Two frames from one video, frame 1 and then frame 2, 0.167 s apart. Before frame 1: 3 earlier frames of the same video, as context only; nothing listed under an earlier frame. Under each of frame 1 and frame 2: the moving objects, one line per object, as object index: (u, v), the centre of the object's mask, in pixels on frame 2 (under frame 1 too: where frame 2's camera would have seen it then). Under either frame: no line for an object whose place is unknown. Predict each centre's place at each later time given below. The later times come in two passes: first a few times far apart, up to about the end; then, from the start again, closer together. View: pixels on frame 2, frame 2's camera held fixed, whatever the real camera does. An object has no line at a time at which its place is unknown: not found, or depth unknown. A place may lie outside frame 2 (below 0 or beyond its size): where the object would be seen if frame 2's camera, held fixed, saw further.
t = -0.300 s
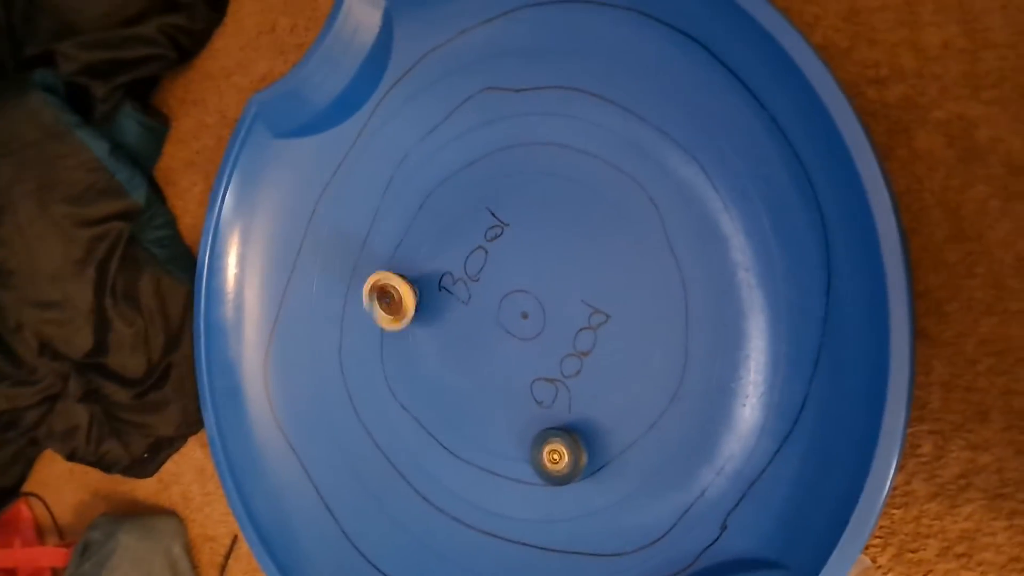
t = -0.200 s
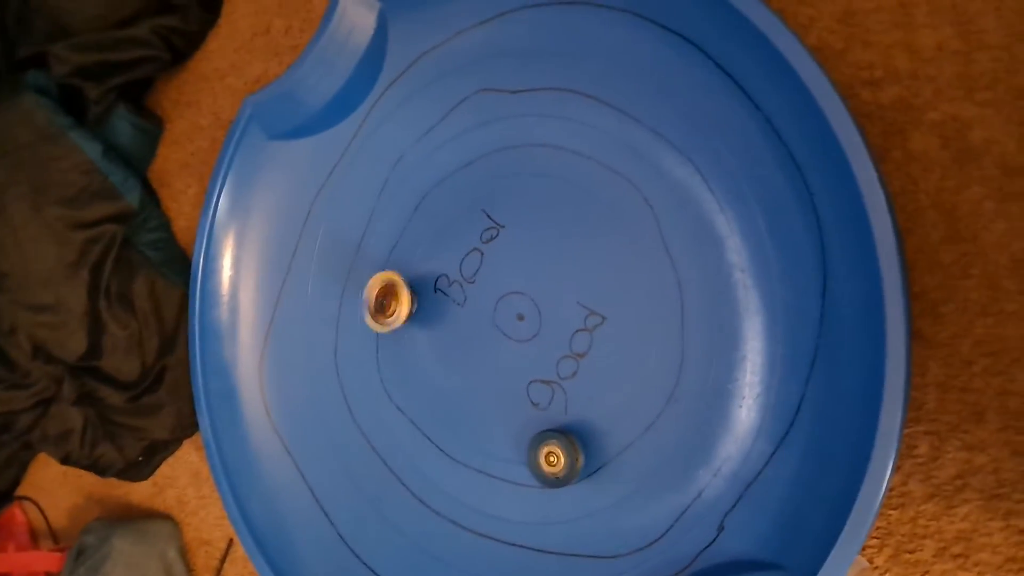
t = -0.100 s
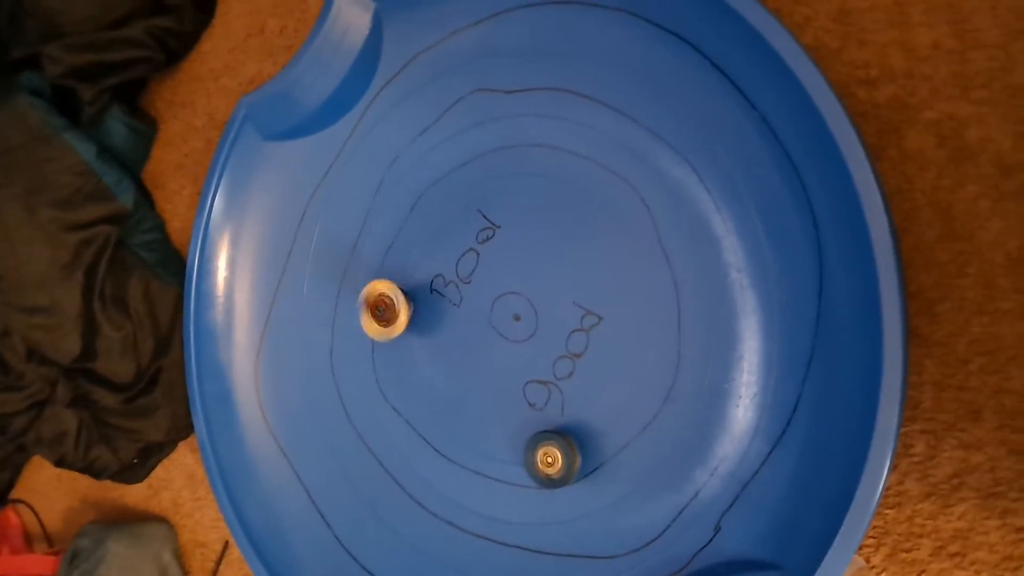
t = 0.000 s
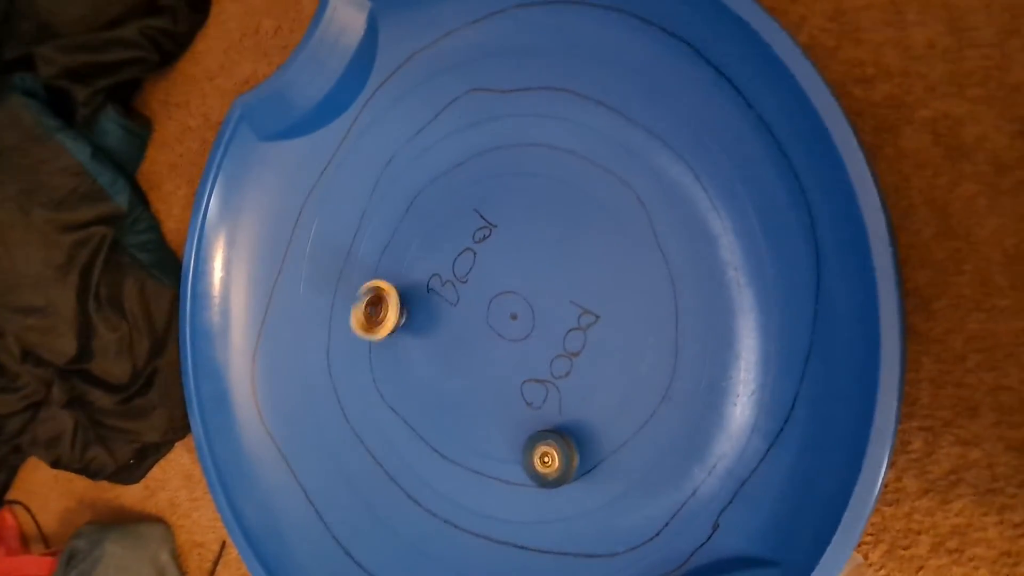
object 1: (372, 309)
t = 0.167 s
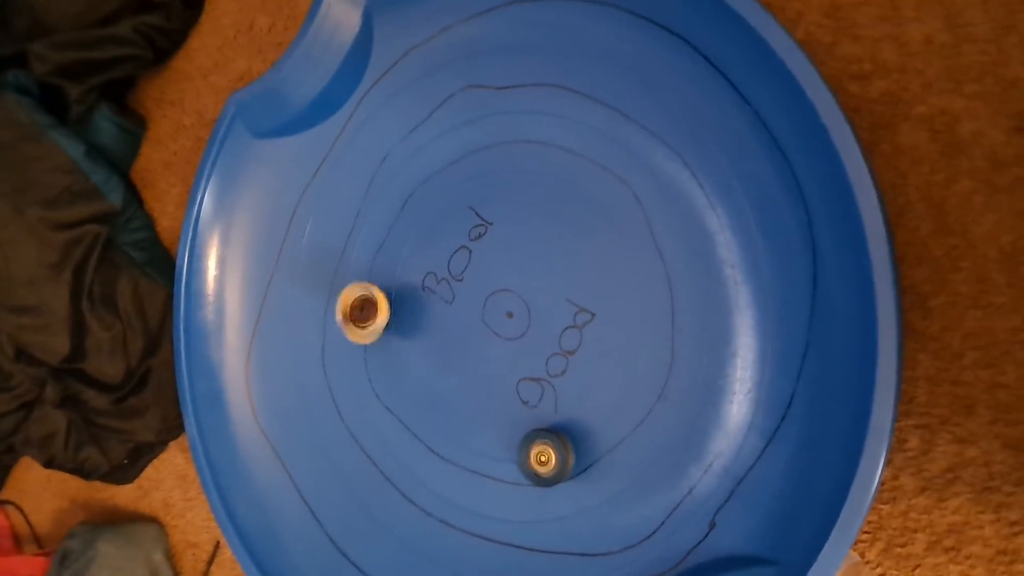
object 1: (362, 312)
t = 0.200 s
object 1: (361, 310)
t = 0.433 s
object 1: (360, 305)
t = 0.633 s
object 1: (367, 309)
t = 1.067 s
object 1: (356, 303)
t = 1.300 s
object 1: (362, 309)
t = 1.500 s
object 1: (363, 327)
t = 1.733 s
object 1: (353, 334)
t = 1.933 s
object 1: (361, 333)
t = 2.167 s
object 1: (366, 338)
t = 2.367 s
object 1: (358, 345)
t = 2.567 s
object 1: (363, 342)
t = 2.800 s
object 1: (365, 351)
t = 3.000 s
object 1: (361, 357)
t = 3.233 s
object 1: (368, 356)
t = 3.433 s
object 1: (368, 365)
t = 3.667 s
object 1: (367, 366)
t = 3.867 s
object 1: (379, 364)
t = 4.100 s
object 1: (388, 363)
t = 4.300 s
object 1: (381, 354)
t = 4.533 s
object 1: (371, 351)
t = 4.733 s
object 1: (365, 349)
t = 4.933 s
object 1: (361, 351)
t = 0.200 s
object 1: (361, 310)
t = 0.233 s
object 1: (360, 307)
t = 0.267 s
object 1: (362, 306)
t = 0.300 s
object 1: (362, 306)
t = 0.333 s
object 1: (361, 307)
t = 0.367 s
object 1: (360, 307)
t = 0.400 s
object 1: (360, 306)
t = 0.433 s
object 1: (360, 305)
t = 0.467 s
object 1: (361, 303)
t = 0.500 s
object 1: (362, 302)
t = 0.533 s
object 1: (364, 303)
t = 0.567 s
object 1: (366, 306)
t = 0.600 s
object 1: (367, 308)
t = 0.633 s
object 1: (367, 309)
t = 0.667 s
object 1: (367, 308)
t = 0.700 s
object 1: (366, 308)
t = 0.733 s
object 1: (365, 308)
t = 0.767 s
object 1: (364, 306)
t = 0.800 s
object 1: (362, 307)
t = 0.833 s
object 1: (362, 310)
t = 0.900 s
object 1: (355, 312)
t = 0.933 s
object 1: (352, 310)
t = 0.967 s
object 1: (351, 307)
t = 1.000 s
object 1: (351, 304)
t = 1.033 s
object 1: (353, 303)
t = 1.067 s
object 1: (356, 303)
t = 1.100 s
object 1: (358, 305)
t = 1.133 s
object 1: (359, 308)
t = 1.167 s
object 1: (358, 309)
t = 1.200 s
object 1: (360, 309)
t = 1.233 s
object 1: (360, 307)
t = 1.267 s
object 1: (361, 307)
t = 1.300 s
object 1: (362, 309)
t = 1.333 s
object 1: (363, 312)
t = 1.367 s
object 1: (364, 316)
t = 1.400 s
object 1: (364, 320)
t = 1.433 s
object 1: (364, 324)
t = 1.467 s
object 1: (364, 326)
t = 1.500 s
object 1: (363, 327)
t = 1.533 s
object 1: (362, 327)
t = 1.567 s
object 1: (360, 327)
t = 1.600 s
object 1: (359, 327)
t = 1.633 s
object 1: (358, 330)
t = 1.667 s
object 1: (357, 332)
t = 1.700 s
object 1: (355, 334)
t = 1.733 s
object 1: (353, 334)
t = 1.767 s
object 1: (352, 333)
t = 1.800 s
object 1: (351, 331)
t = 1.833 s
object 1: (353, 328)
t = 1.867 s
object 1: (356, 328)
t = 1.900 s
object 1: (359, 330)
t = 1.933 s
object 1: (361, 333)
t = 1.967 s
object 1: (362, 335)
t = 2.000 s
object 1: (364, 336)
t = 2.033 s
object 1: (366, 337)
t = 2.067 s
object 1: (367, 337)
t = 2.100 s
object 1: (368, 338)
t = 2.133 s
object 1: (367, 338)
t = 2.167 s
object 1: (366, 338)
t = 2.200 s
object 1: (364, 338)
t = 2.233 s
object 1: (362, 339)
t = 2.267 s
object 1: (363, 341)
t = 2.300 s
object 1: (362, 343)
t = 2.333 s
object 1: (360, 345)
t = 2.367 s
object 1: (358, 345)
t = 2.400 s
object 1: (355, 344)
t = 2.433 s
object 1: (356, 341)
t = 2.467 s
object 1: (357, 339)
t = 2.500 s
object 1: (359, 339)
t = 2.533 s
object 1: (361, 340)
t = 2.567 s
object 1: (363, 342)
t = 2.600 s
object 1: (365, 345)
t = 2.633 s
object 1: (367, 347)
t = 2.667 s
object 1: (369, 348)
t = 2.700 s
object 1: (370, 349)
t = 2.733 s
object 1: (369, 348)
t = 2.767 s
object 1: (367, 350)
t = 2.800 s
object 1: (365, 351)
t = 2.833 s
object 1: (364, 351)
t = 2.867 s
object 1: (363, 351)
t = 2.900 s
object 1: (363, 353)
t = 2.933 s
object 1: (363, 354)
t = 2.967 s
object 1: (362, 356)
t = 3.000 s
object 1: (361, 357)
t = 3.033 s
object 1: (360, 356)
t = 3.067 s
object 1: (360, 355)
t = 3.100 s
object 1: (362, 353)
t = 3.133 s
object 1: (363, 353)
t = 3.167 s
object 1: (365, 353)
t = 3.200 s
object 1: (366, 354)
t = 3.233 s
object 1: (368, 356)
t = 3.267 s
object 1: (370, 359)
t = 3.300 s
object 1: (371, 361)
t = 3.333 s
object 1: (371, 363)
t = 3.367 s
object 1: (371, 365)
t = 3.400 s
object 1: (370, 364)
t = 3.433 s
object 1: (368, 365)
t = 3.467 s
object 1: (366, 365)
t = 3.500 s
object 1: (365, 363)
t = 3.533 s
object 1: (365, 363)
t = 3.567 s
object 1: (366, 364)
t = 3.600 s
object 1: (367, 365)
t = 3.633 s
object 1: (367, 366)
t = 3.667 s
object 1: (367, 366)
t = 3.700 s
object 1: (367, 366)
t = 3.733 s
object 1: (369, 365)
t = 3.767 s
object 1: (371, 363)
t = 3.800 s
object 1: (375, 363)
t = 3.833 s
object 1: (376, 363)
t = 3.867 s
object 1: (379, 364)
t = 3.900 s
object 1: (380, 365)
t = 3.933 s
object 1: (380, 366)
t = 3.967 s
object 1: (380, 366)
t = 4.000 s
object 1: (381, 365)
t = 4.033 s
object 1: (383, 364)
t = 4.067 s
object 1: (385, 363)
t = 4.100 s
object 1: (388, 363)
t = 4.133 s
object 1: (387, 364)
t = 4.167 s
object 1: (384, 362)
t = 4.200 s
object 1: (383, 359)
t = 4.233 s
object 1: (383, 358)
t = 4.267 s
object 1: (382, 355)
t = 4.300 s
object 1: (381, 354)
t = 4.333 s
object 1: (379, 353)
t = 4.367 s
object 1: (378, 349)
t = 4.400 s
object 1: (379, 347)
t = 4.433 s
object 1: (380, 350)
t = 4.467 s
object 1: (378, 352)
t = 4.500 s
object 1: (374, 354)
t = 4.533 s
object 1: (371, 351)
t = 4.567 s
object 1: (369, 349)
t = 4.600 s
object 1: (368, 350)
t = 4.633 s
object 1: (367, 351)
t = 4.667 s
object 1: (365, 349)
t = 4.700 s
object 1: (364, 349)
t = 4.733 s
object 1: (365, 349)
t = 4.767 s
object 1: (365, 353)
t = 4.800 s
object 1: (364, 357)
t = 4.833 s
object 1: (362, 359)
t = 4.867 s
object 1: (361, 356)
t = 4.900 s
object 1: (361, 354)
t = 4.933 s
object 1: (361, 351)
